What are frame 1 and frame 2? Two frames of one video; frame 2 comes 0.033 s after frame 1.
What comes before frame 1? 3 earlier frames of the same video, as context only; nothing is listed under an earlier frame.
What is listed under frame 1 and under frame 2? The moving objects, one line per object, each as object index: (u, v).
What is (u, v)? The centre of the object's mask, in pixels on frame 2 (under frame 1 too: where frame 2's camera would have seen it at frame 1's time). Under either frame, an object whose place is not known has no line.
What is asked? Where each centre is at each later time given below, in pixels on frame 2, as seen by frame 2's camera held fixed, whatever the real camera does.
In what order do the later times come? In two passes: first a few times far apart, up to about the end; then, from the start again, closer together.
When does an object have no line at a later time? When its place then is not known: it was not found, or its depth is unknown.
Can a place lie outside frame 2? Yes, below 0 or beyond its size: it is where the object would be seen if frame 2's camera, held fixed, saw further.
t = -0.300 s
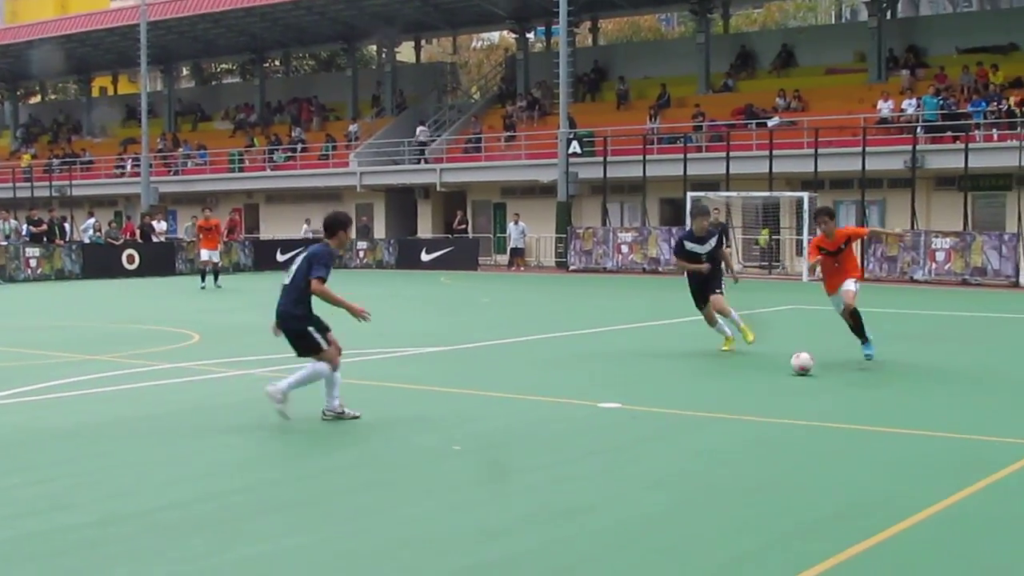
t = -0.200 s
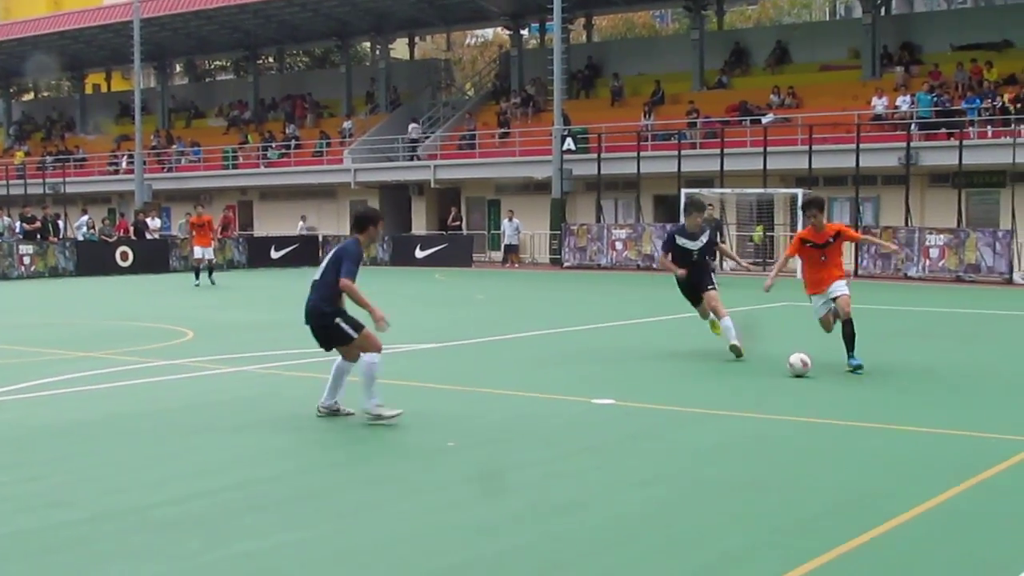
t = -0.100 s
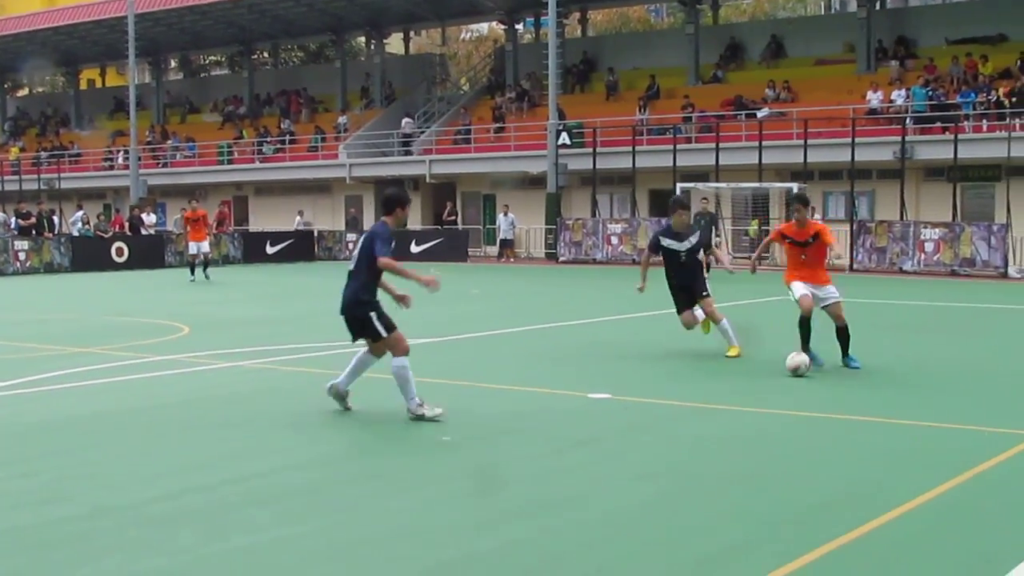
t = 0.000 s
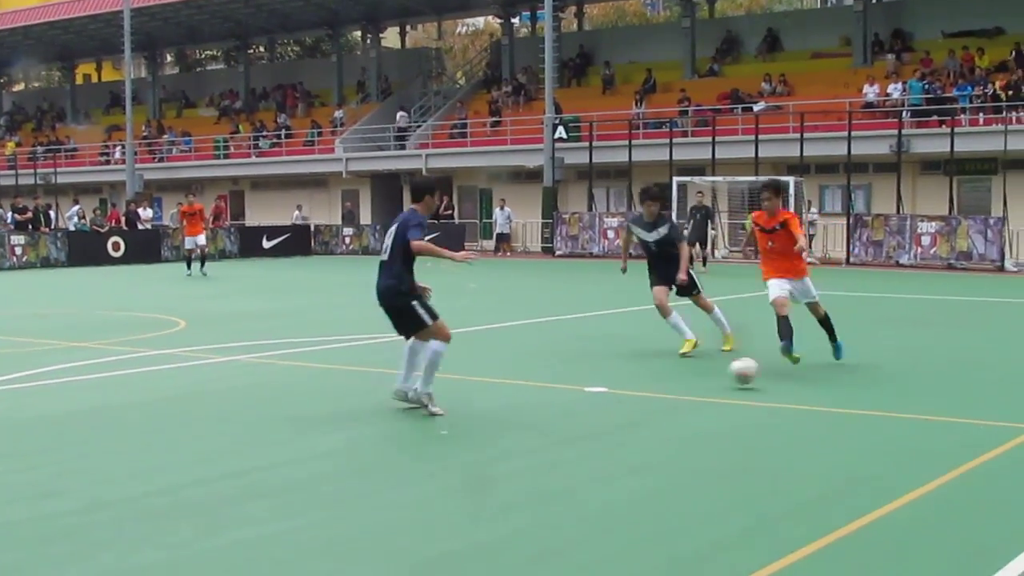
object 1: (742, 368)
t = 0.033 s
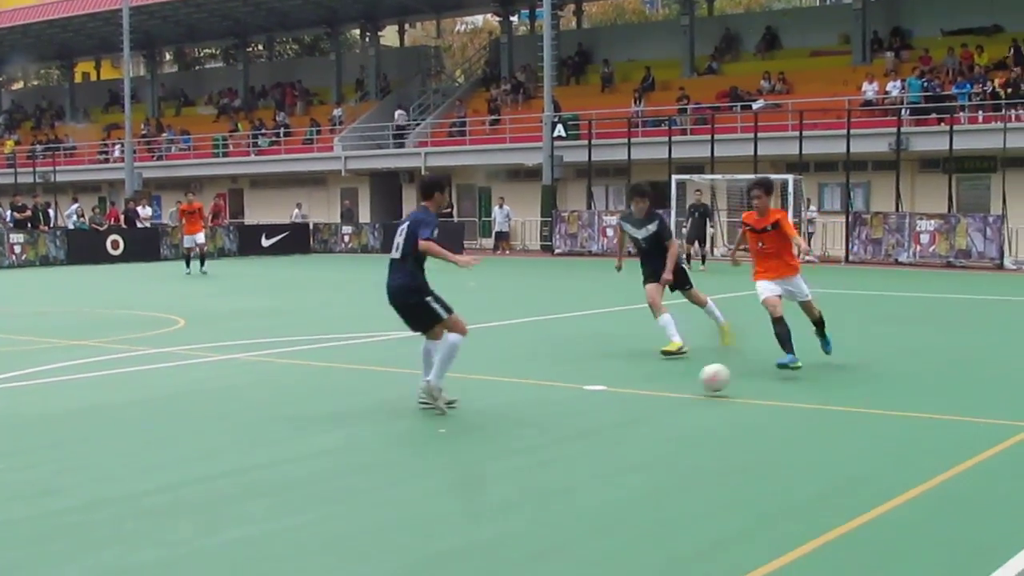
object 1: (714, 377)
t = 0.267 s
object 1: (415, 468)
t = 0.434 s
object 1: (-1, 593)
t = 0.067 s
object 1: (683, 389)
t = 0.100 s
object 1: (648, 403)
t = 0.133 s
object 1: (611, 412)
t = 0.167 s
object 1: (570, 423)
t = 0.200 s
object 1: (522, 437)
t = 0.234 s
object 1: (471, 456)
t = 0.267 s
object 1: (415, 468)
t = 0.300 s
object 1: (353, 488)
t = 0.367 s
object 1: (201, 536)
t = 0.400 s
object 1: (108, 561)
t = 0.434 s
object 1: (-1, 593)
